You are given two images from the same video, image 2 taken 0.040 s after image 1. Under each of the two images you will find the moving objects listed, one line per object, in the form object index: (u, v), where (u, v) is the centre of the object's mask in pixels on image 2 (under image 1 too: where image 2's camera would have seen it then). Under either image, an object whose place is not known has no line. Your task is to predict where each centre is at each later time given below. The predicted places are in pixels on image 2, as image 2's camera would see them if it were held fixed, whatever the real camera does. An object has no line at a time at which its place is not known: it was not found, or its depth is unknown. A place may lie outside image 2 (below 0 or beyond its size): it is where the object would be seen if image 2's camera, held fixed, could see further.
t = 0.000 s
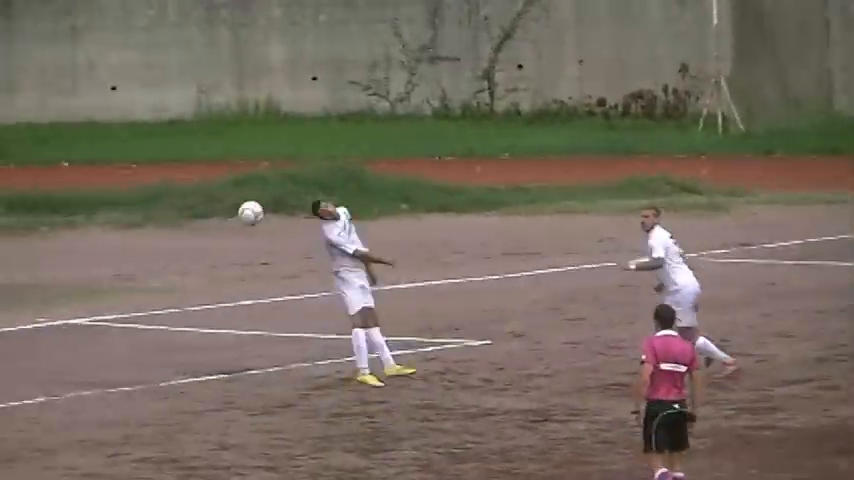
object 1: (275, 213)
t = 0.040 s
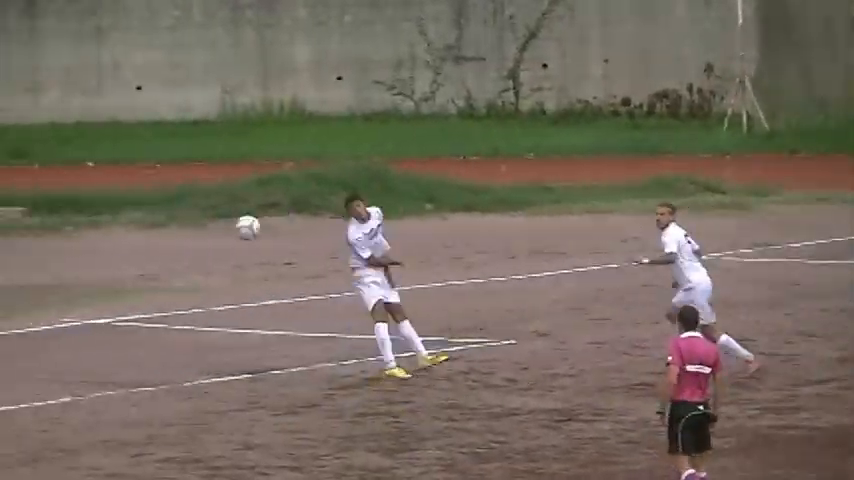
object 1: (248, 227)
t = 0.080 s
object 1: (220, 243)
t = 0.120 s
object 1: (193, 261)
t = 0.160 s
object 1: (164, 282)
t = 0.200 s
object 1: (137, 306)
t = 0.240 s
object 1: (109, 330)
